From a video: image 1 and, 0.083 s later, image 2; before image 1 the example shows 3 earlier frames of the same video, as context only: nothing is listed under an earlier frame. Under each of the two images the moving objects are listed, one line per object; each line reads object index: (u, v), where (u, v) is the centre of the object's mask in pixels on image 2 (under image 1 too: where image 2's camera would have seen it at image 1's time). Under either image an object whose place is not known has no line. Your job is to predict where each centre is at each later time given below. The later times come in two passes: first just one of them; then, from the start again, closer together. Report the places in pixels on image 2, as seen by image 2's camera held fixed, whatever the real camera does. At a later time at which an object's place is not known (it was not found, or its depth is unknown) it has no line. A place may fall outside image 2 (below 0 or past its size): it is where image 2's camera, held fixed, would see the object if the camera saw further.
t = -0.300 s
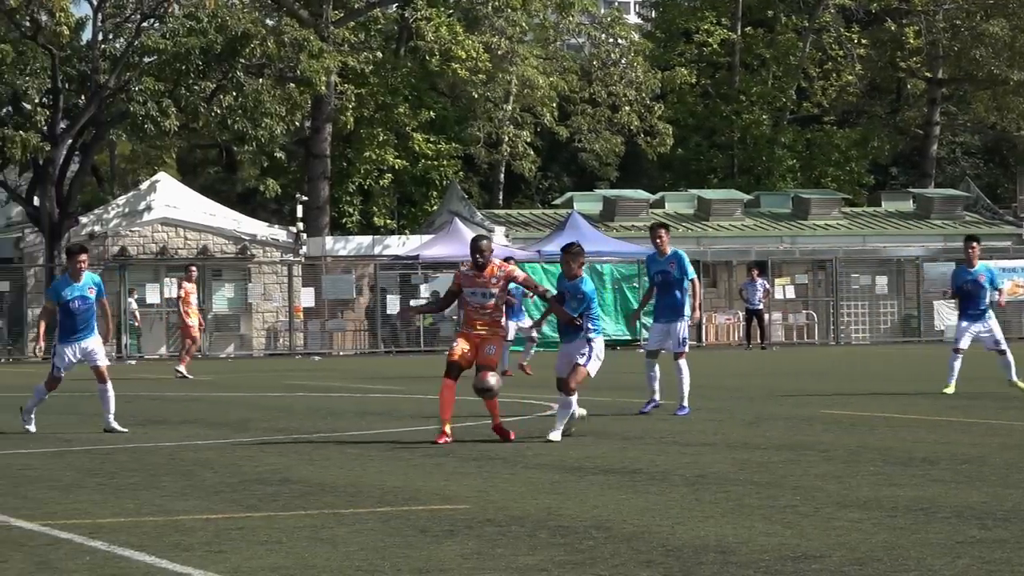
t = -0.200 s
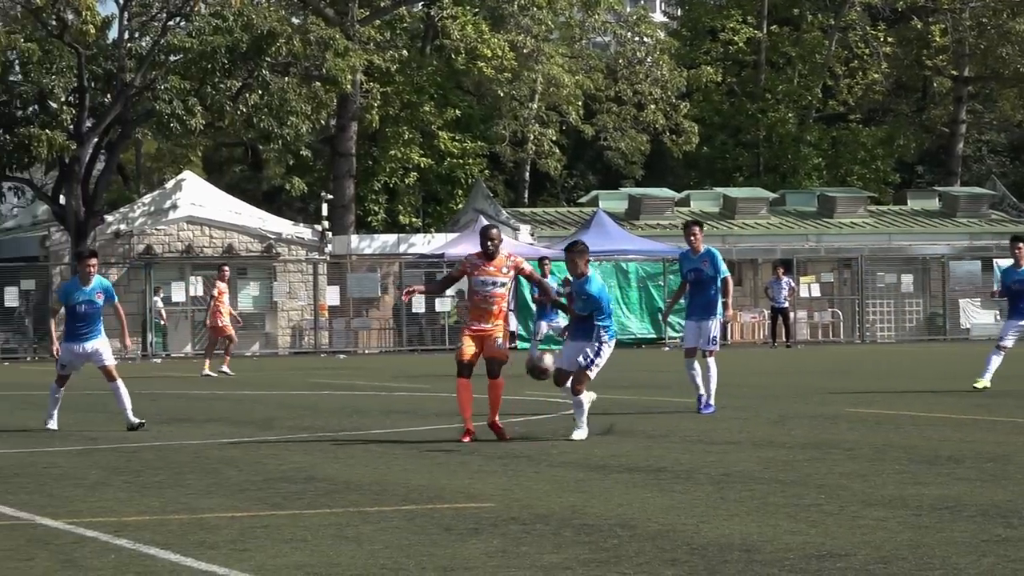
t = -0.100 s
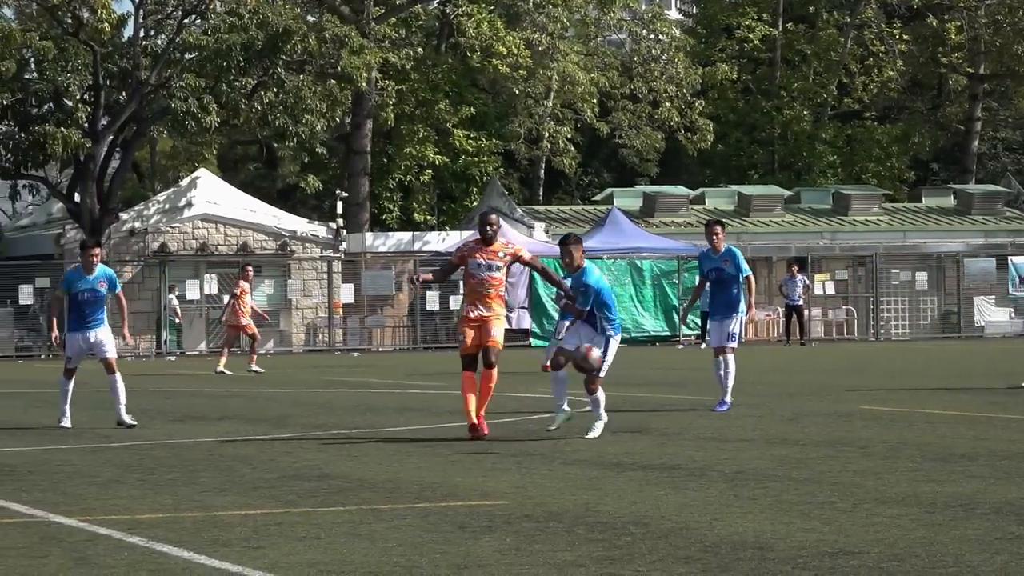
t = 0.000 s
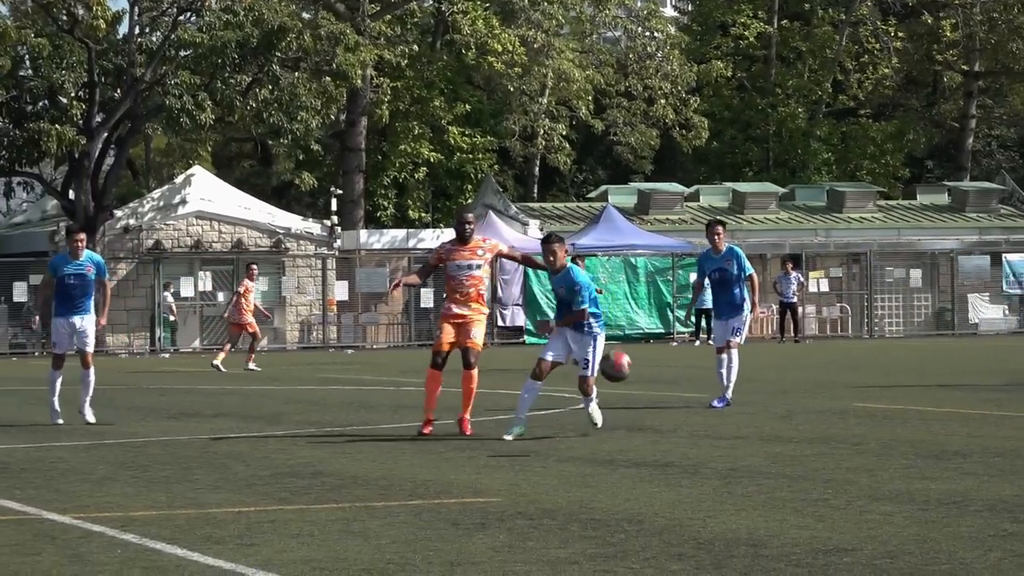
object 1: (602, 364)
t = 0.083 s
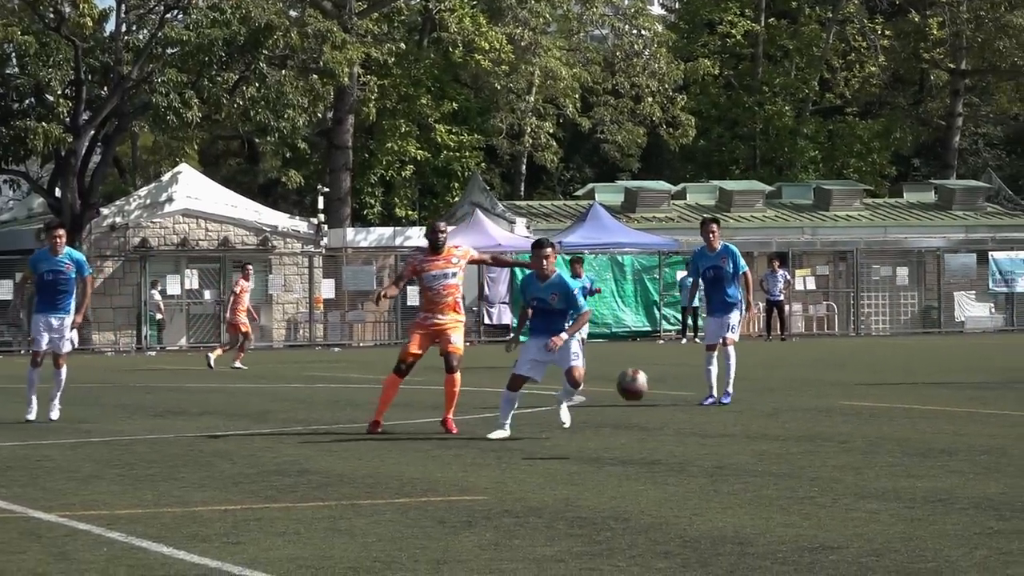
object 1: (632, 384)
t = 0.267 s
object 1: (701, 441)
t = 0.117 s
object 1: (645, 396)
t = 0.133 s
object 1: (652, 403)
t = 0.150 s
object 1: (659, 410)
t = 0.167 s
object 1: (667, 418)
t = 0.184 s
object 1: (673, 426)
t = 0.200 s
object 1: (680, 434)
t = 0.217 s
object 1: (687, 444)
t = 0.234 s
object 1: (693, 451)
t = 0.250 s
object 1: (697, 447)
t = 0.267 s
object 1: (701, 441)
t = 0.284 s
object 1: (704, 436)
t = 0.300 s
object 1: (709, 431)
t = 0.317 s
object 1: (712, 427)
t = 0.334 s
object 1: (716, 423)
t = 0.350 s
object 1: (720, 419)
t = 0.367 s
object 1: (724, 417)
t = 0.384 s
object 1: (728, 414)
